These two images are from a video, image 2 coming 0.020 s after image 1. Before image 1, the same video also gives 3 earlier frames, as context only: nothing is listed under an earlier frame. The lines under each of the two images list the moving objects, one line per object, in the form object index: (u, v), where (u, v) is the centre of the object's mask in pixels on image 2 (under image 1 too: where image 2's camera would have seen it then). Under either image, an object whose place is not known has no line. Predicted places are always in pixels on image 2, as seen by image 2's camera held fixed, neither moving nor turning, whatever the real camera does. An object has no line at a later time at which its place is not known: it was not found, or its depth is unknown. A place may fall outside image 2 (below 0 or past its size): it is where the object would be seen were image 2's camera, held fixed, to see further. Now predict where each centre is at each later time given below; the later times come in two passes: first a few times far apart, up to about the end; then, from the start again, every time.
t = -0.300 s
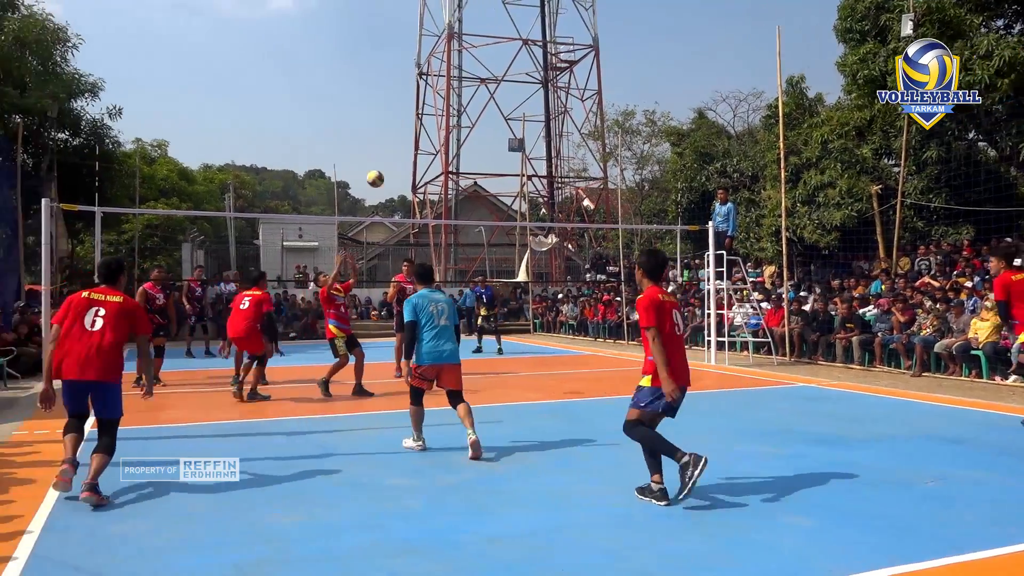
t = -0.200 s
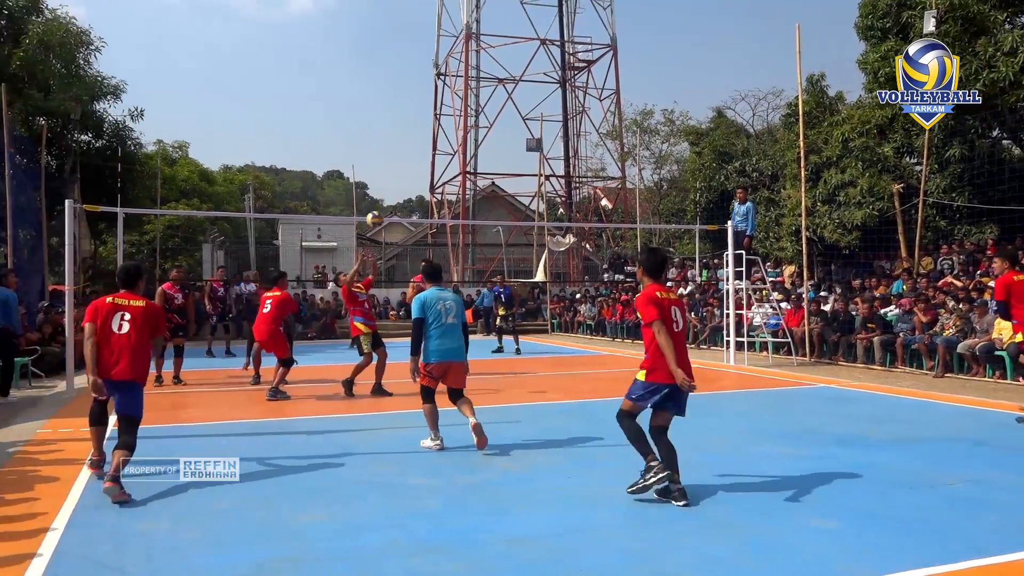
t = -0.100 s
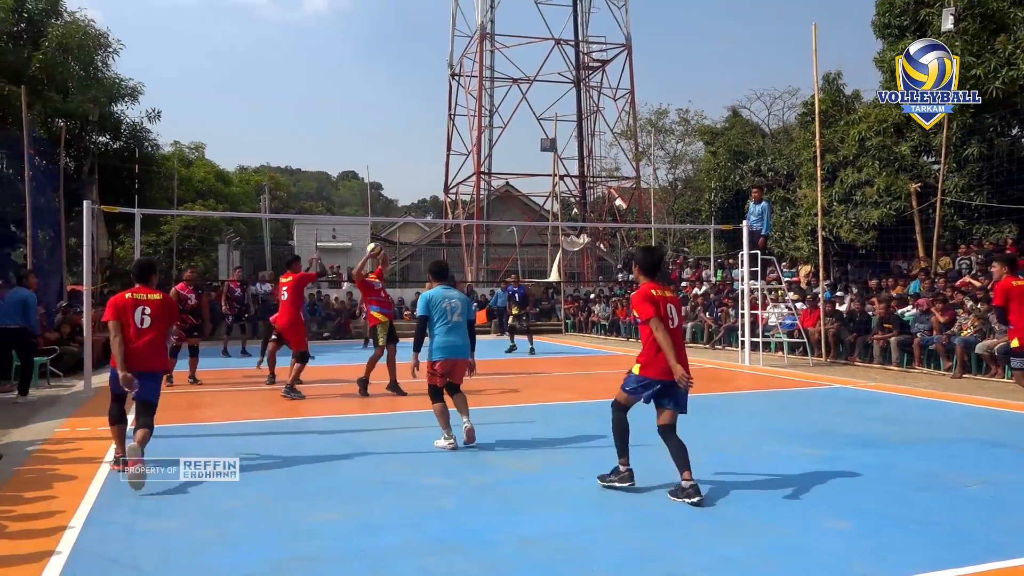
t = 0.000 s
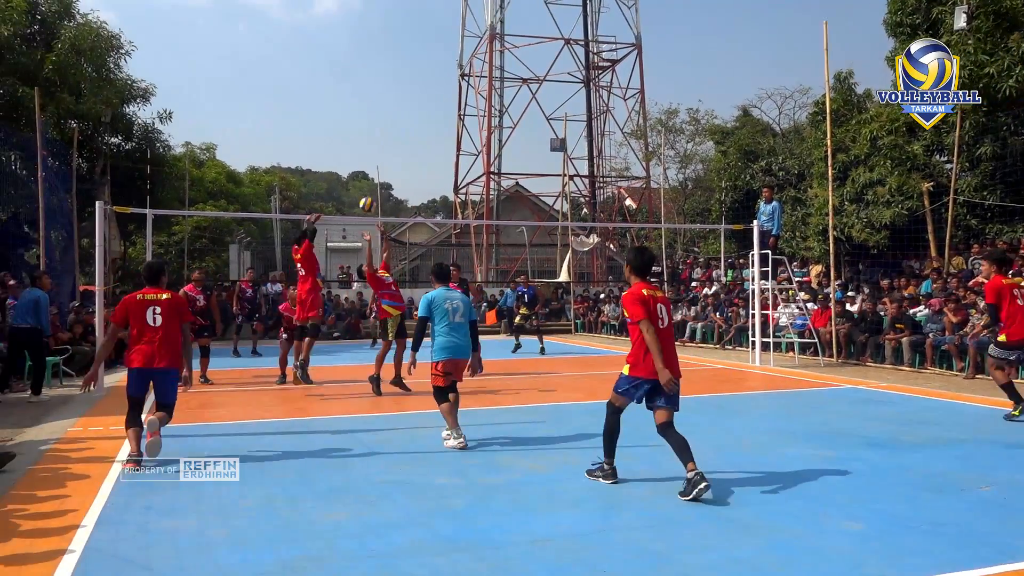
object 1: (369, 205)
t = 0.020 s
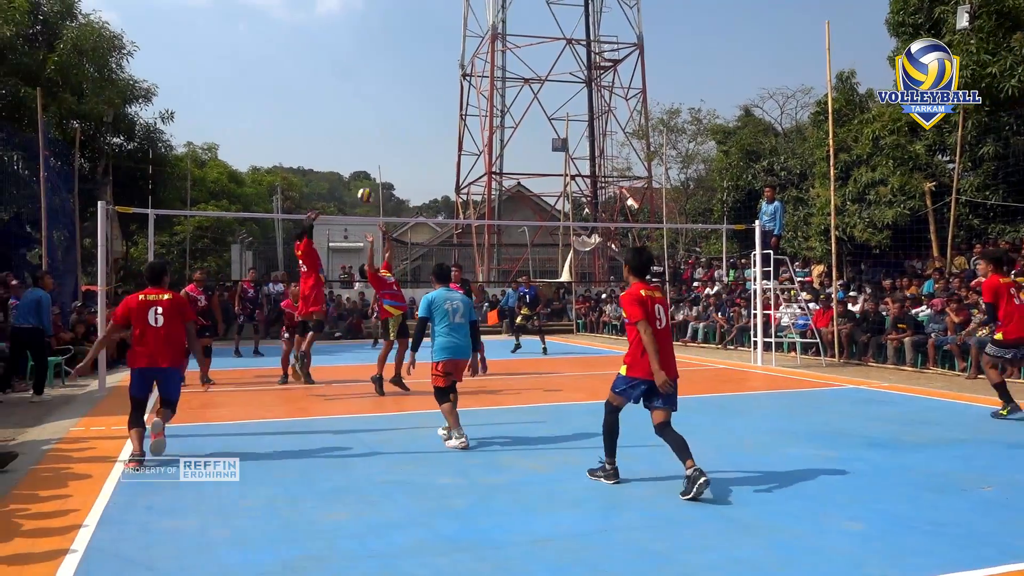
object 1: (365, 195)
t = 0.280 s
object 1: (319, 100)
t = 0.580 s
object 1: (265, 57)
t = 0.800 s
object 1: (225, 69)
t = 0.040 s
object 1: (361, 185)
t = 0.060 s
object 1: (357, 177)
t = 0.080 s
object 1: (355, 169)
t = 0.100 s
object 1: (352, 161)
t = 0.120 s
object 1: (348, 152)
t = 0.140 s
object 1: (344, 145)
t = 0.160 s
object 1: (341, 138)
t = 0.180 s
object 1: (337, 131)
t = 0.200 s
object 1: (334, 124)
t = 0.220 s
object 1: (330, 118)
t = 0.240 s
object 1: (326, 111)
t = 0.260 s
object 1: (323, 106)
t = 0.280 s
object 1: (319, 100)
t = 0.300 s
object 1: (316, 95)
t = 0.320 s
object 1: (312, 90)
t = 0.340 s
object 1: (308, 86)
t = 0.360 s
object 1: (305, 82)
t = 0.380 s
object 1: (301, 78)
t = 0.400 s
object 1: (298, 74)
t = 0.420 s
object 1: (294, 71)
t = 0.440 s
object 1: (291, 68)
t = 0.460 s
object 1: (287, 66)
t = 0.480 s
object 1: (283, 63)
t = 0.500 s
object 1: (280, 61)
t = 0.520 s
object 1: (276, 60)
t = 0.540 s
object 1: (272, 58)
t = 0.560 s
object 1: (268, 57)
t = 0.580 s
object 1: (265, 57)
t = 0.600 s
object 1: (261, 56)
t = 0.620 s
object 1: (257, 56)
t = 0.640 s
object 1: (253, 56)
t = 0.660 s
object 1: (250, 56)
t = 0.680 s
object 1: (246, 57)
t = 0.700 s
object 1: (242, 58)
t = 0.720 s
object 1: (239, 60)
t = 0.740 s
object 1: (235, 62)
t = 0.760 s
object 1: (232, 64)
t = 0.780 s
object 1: (228, 66)
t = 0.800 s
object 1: (225, 69)
